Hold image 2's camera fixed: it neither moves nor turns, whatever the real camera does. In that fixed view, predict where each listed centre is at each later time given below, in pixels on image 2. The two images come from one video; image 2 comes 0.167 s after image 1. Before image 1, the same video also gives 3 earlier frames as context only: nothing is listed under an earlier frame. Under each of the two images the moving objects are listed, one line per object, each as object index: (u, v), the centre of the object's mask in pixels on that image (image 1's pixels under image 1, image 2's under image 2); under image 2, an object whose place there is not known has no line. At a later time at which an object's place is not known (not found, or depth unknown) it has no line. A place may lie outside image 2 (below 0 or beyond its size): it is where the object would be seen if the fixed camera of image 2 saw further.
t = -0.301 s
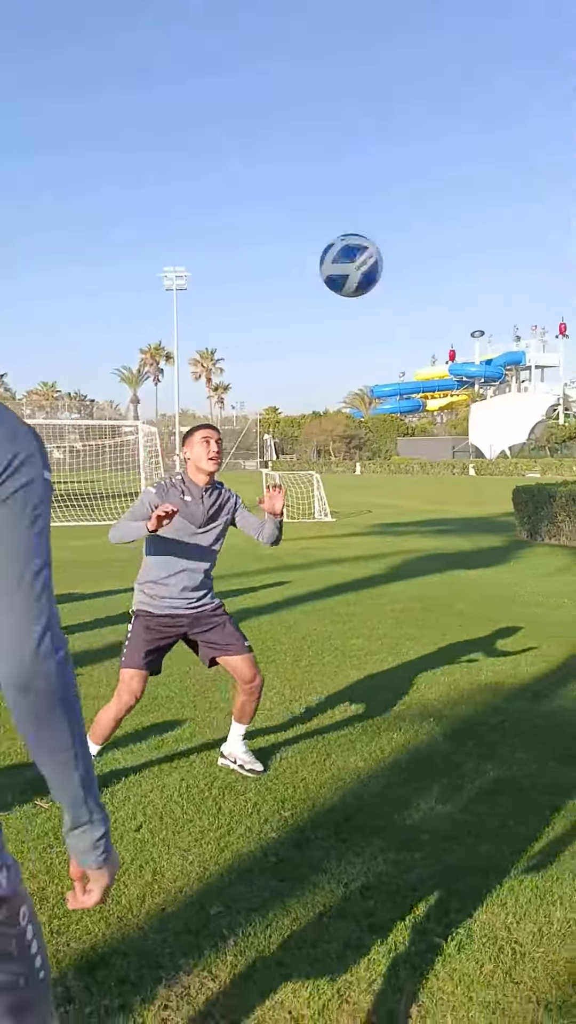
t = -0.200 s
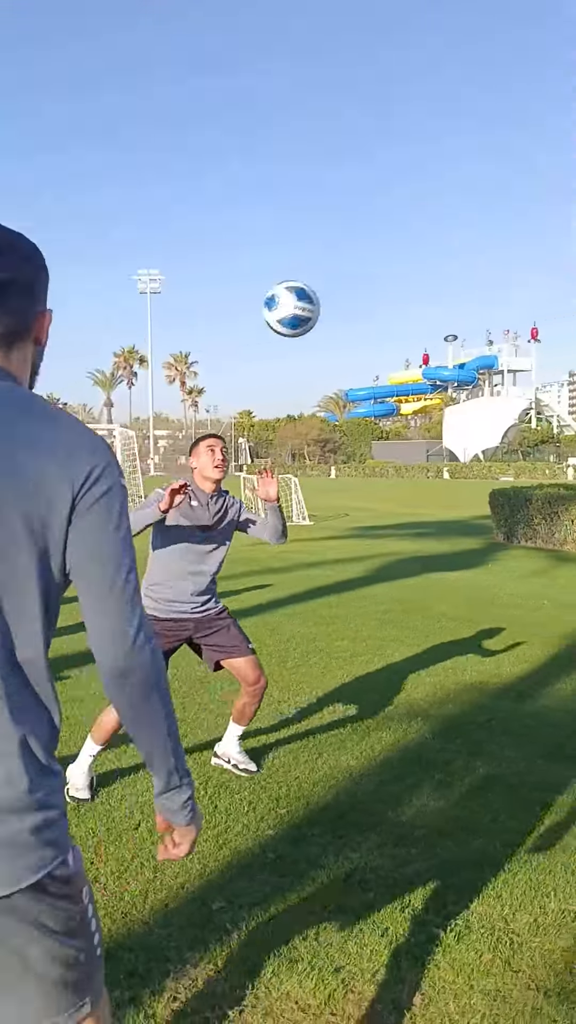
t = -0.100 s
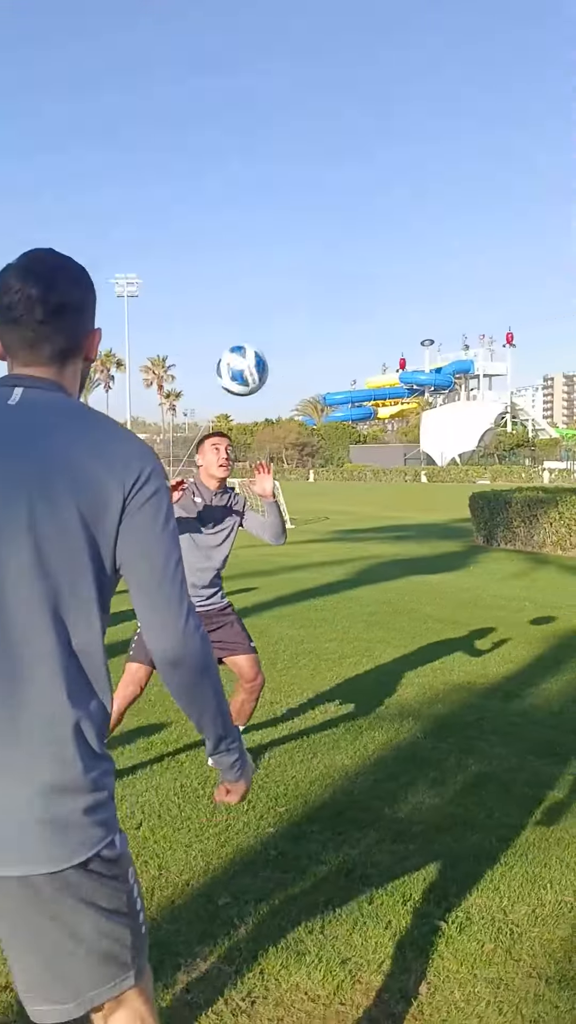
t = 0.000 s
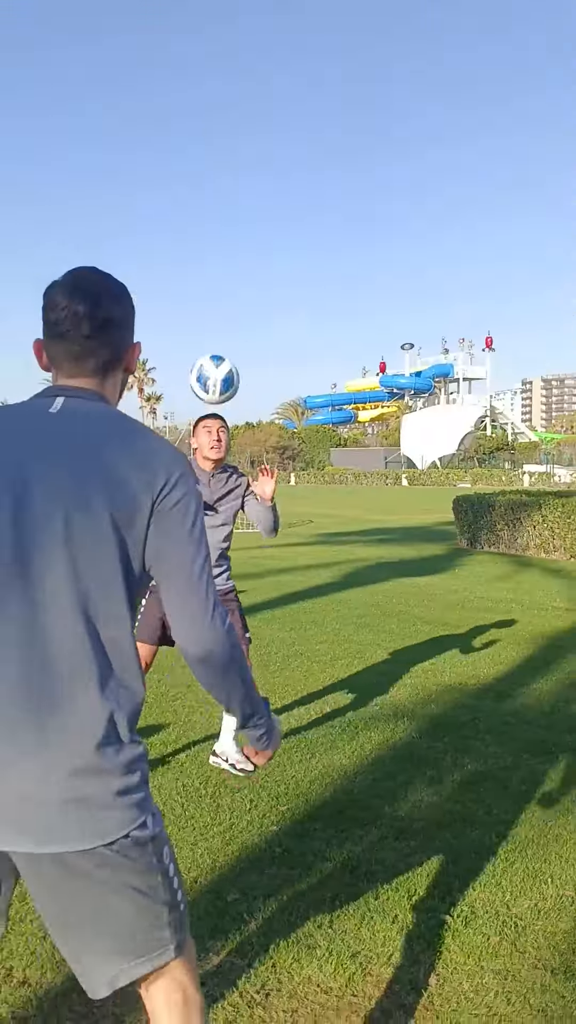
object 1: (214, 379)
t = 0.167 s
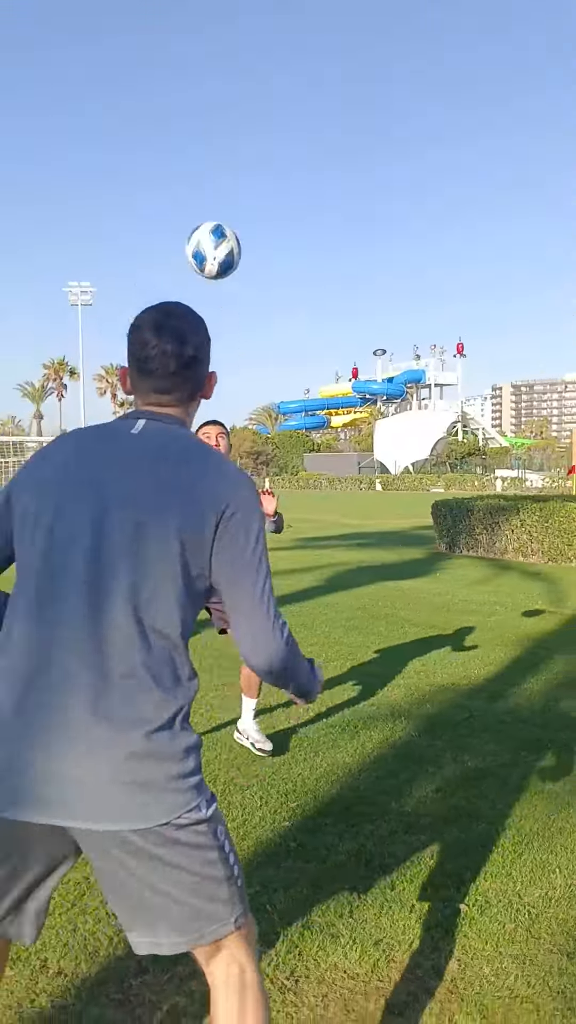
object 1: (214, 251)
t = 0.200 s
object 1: (214, 228)
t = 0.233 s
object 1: (216, 207)
